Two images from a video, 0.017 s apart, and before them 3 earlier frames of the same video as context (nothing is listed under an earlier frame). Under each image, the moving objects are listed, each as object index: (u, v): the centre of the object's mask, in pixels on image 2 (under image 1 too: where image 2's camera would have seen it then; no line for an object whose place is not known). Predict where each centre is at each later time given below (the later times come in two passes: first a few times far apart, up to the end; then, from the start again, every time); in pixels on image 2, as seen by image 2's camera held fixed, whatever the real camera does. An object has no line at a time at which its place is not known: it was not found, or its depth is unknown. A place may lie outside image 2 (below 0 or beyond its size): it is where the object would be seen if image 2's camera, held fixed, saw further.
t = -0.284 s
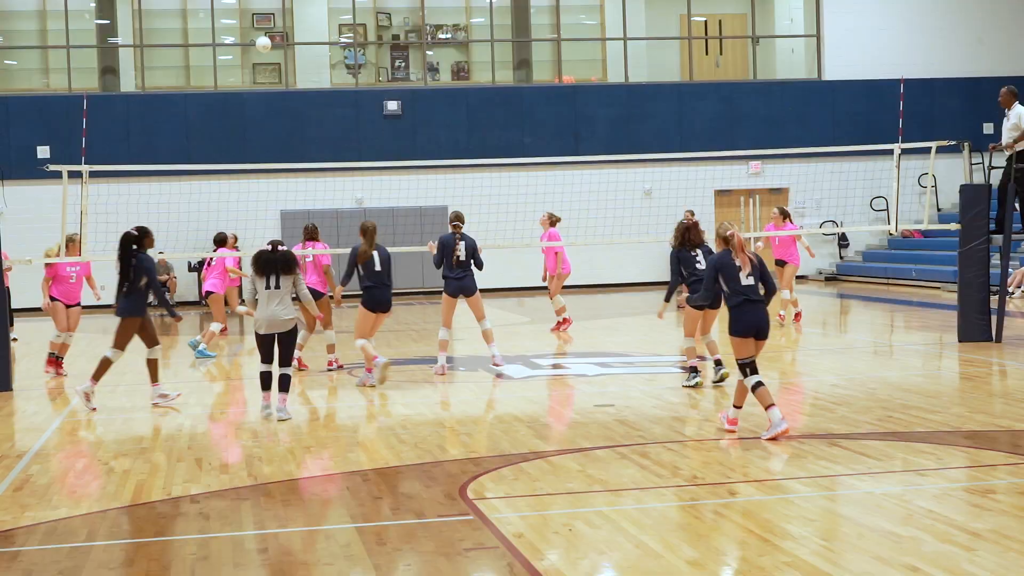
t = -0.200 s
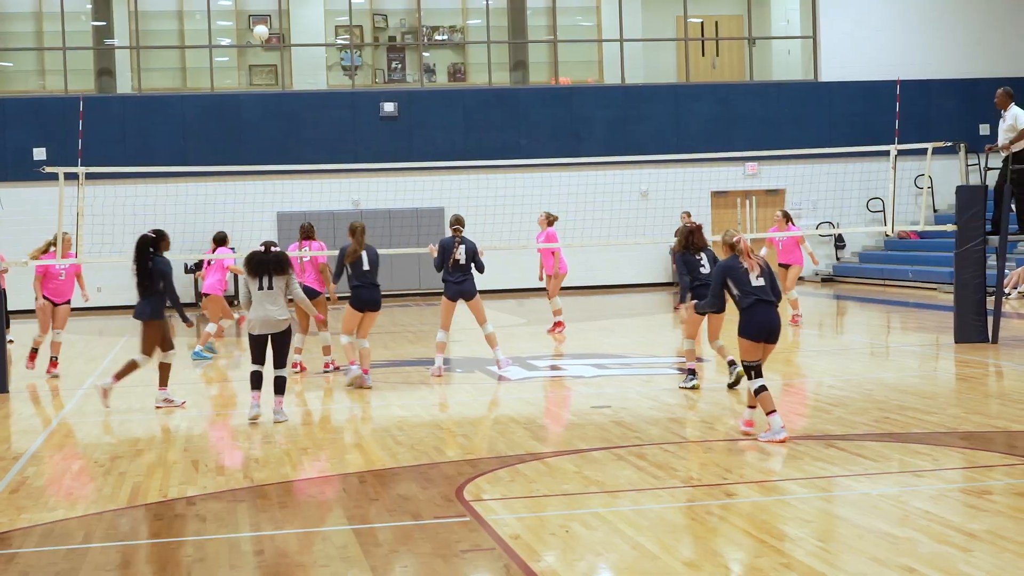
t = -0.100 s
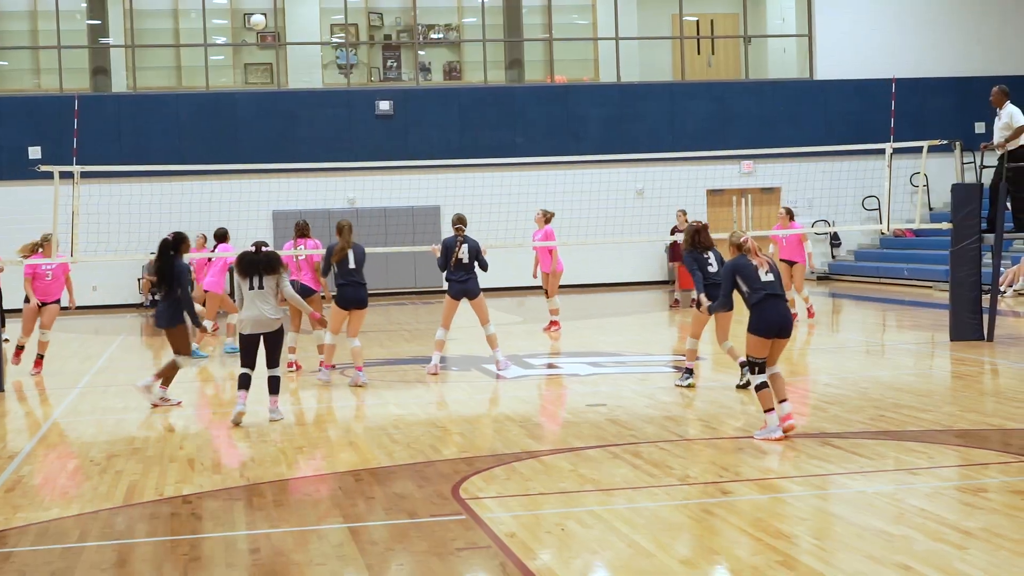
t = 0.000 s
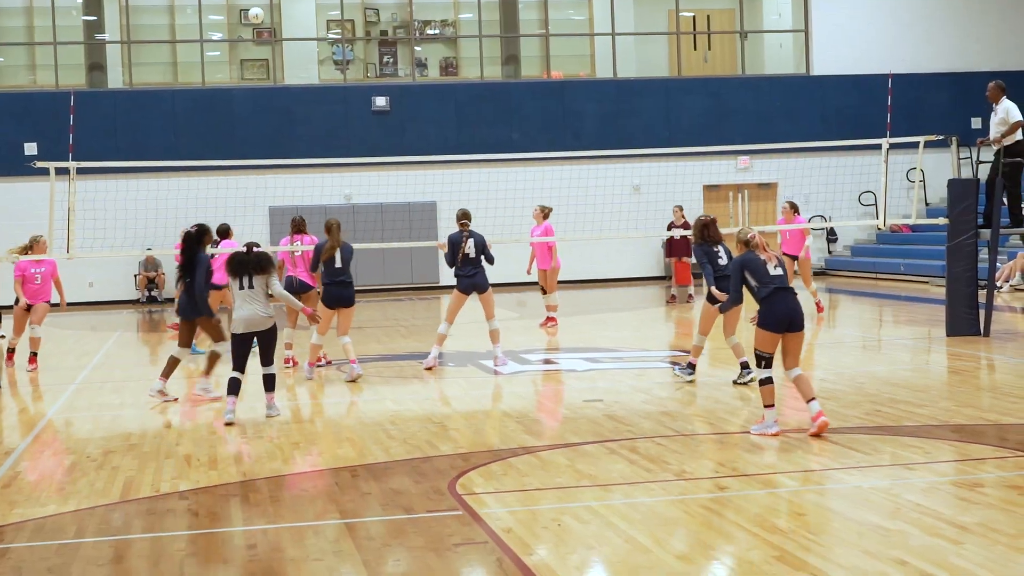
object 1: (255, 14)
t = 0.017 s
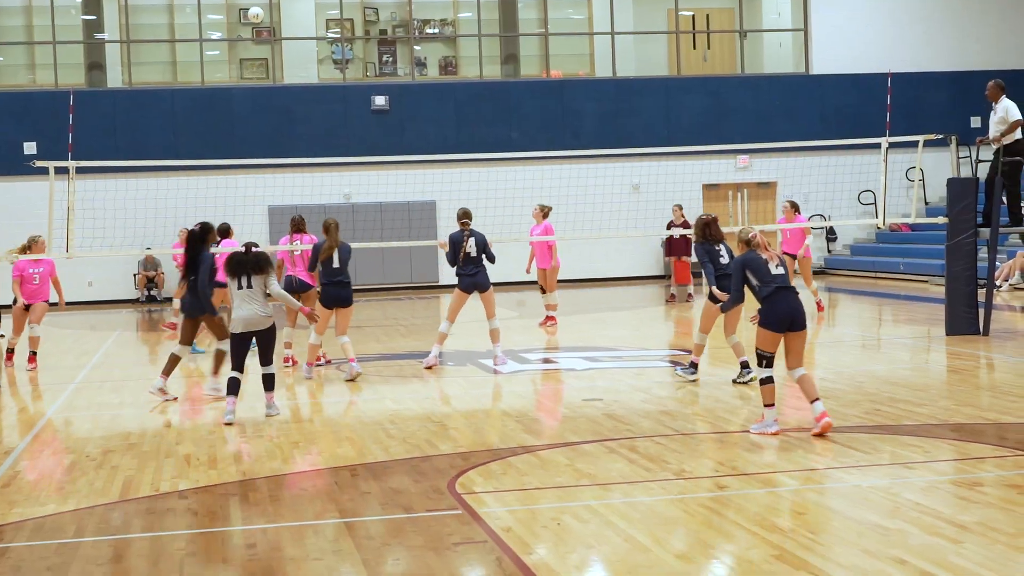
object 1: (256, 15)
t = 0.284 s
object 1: (260, 45)
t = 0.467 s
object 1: (261, 97)
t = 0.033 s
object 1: (256, 15)
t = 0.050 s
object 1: (257, 15)
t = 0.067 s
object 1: (256, 16)
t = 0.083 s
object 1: (257, 17)
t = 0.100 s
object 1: (257, 18)
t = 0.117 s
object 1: (258, 19)
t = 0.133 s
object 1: (258, 21)
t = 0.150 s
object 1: (258, 23)
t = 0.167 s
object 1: (258, 25)
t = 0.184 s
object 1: (259, 28)
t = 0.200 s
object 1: (259, 30)
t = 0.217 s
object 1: (259, 32)
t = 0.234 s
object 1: (259, 35)
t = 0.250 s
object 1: (260, 38)
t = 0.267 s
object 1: (260, 41)
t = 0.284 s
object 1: (260, 45)
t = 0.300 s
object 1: (261, 49)
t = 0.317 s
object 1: (261, 53)
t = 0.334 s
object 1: (262, 57)
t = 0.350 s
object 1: (262, 61)
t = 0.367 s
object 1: (262, 66)
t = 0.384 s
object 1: (262, 71)
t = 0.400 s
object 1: (262, 76)
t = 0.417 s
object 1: (262, 81)
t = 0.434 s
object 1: (262, 87)
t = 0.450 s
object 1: (262, 92)
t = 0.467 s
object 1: (261, 97)
